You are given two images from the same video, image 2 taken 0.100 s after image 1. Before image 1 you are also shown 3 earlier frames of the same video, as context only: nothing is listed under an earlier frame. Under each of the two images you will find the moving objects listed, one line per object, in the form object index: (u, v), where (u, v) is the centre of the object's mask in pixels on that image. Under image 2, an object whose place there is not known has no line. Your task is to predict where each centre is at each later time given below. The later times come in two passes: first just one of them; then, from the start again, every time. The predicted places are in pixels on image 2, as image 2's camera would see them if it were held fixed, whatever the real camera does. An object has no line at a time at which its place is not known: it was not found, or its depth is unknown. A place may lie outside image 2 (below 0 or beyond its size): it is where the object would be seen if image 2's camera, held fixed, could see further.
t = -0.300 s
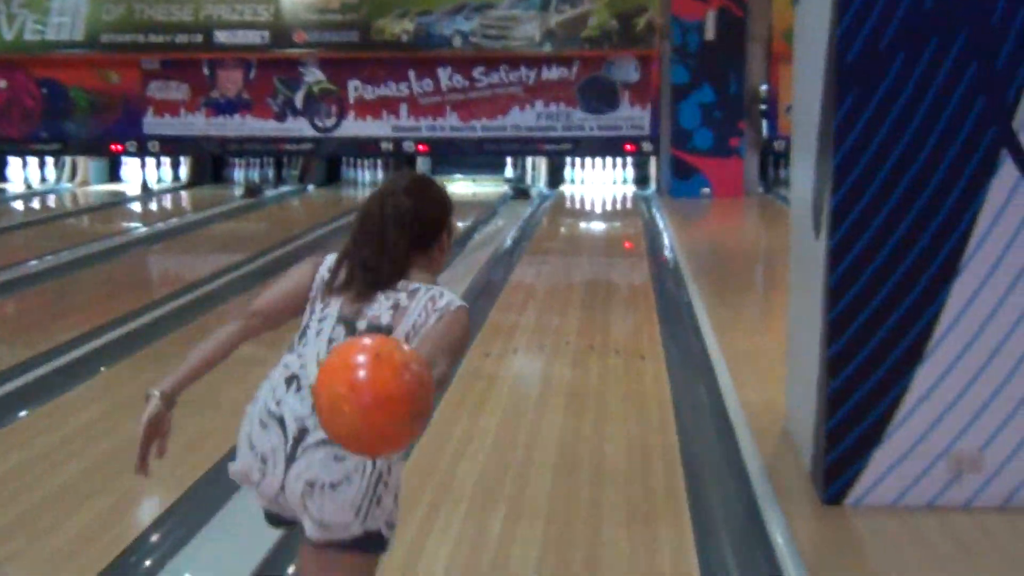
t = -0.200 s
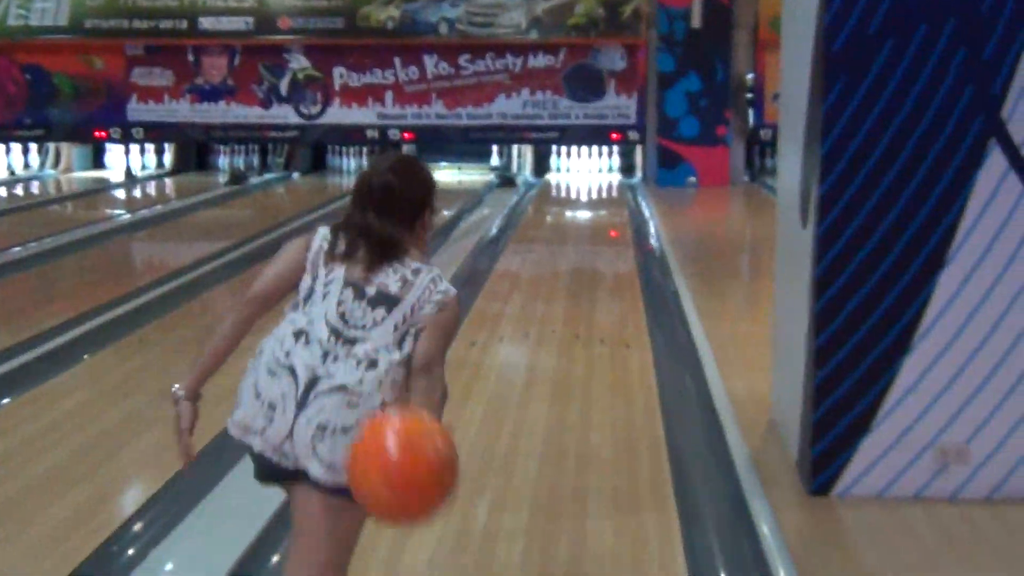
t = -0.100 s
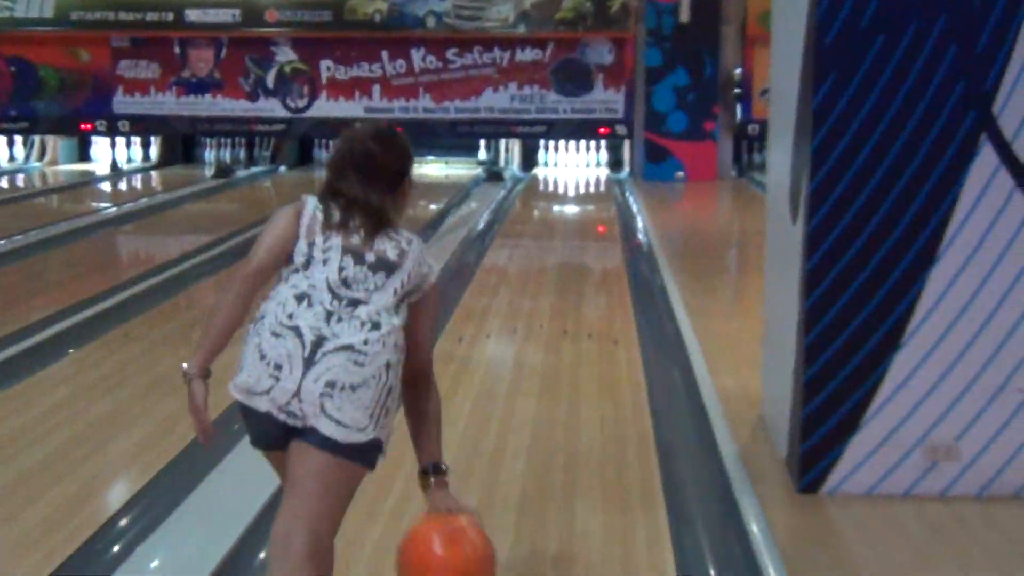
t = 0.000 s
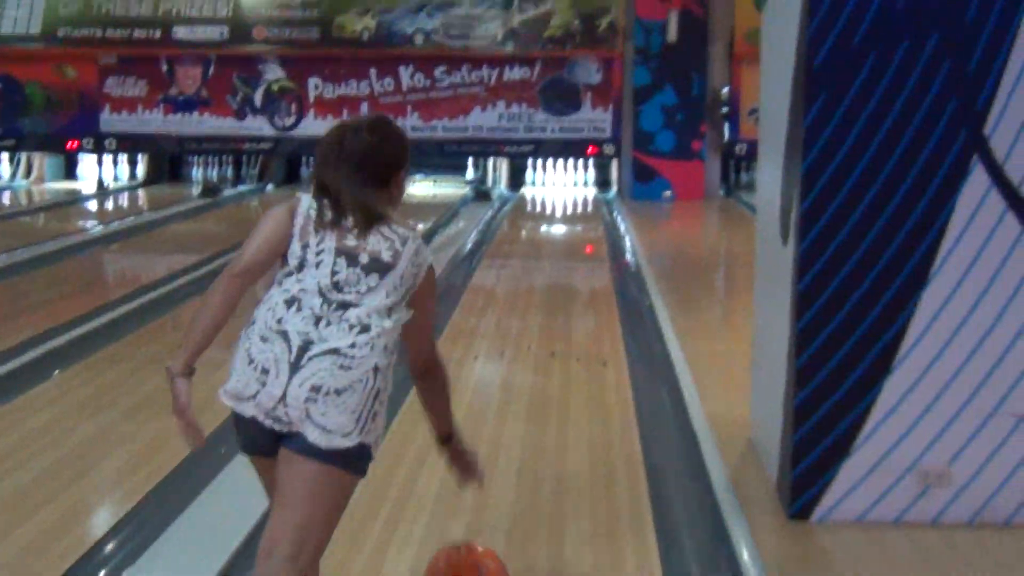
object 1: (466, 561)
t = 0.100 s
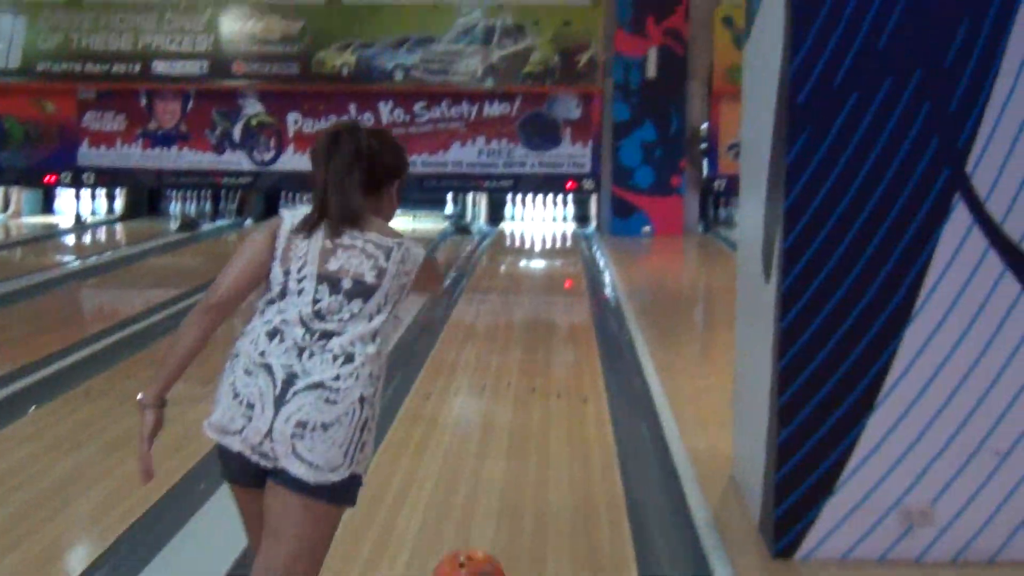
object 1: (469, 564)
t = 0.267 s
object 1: (492, 511)
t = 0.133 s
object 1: (474, 548)
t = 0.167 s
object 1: (480, 536)
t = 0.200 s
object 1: (484, 529)
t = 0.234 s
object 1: (489, 524)
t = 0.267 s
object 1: (492, 511)
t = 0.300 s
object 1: (497, 497)
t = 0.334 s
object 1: (500, 485)
